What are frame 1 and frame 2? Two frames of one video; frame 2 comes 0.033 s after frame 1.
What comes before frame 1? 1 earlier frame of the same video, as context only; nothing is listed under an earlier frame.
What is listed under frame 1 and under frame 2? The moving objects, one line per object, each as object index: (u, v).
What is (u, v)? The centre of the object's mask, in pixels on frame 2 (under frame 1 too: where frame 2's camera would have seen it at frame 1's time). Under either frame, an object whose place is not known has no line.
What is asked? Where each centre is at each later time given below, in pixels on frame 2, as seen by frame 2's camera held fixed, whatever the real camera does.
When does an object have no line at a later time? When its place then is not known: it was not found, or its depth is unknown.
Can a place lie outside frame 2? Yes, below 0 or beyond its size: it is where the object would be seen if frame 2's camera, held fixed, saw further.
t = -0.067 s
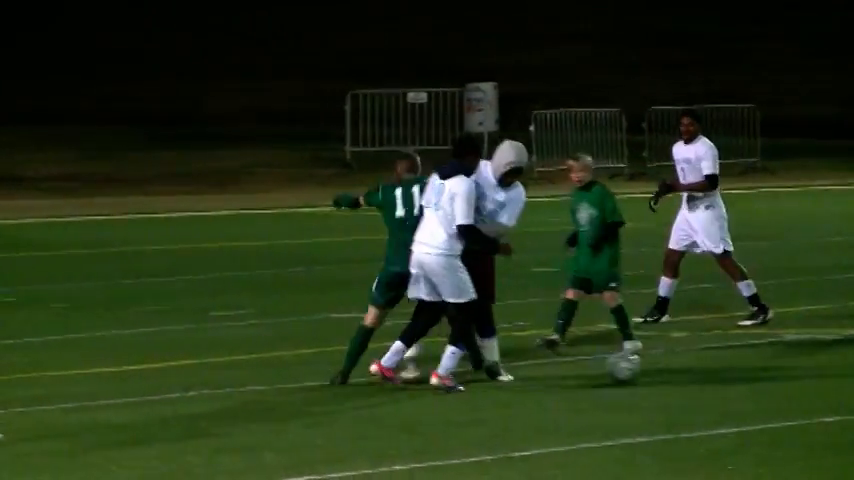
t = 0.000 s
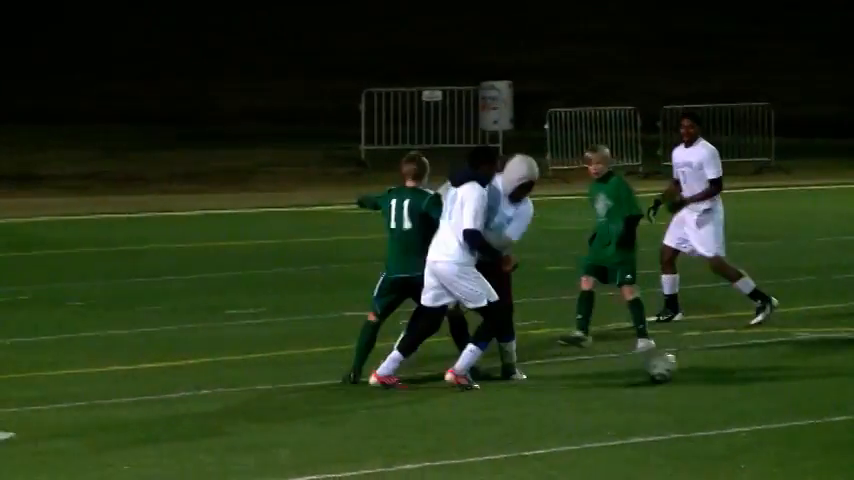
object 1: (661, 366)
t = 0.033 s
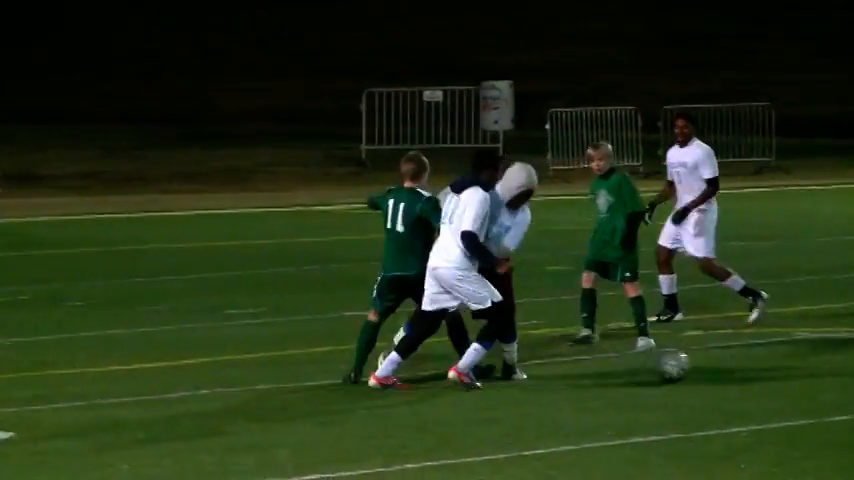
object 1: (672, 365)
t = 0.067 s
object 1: (686, 366)
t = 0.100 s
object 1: (695, 367)
